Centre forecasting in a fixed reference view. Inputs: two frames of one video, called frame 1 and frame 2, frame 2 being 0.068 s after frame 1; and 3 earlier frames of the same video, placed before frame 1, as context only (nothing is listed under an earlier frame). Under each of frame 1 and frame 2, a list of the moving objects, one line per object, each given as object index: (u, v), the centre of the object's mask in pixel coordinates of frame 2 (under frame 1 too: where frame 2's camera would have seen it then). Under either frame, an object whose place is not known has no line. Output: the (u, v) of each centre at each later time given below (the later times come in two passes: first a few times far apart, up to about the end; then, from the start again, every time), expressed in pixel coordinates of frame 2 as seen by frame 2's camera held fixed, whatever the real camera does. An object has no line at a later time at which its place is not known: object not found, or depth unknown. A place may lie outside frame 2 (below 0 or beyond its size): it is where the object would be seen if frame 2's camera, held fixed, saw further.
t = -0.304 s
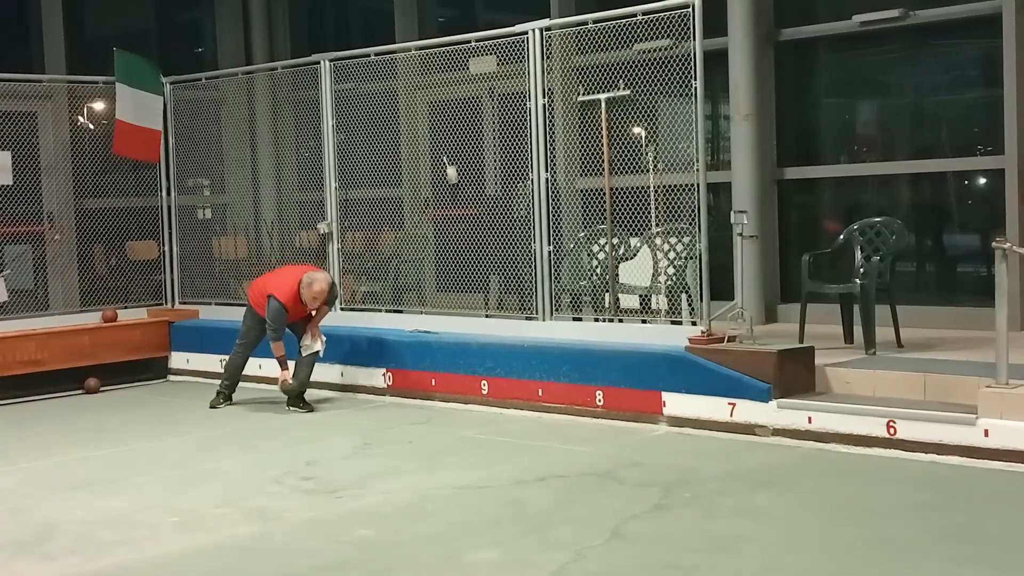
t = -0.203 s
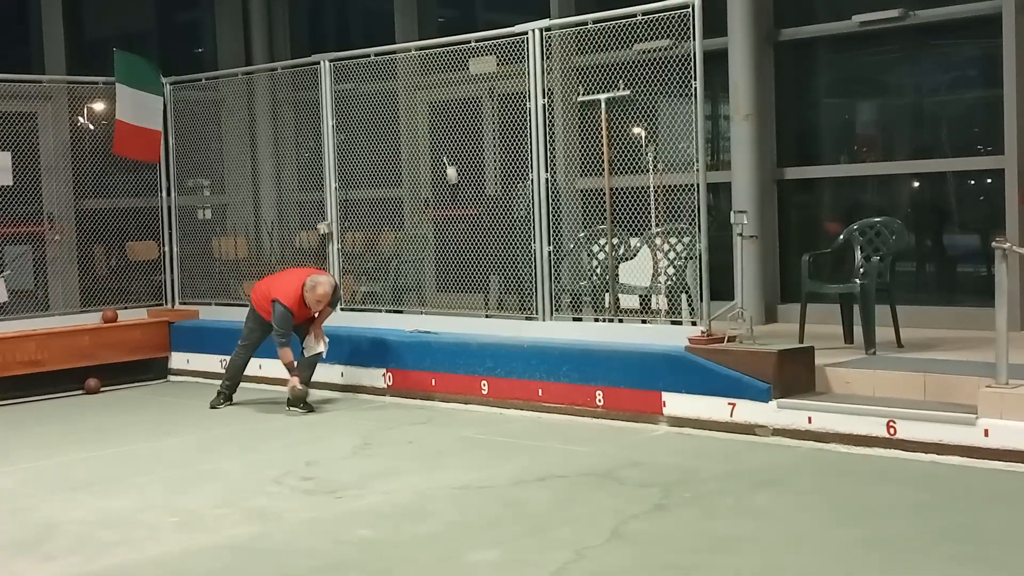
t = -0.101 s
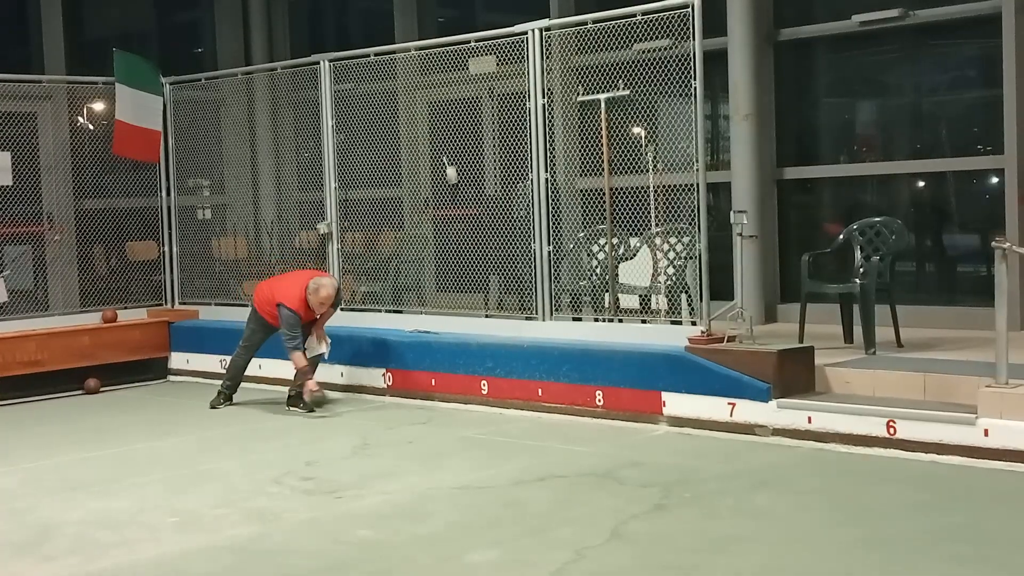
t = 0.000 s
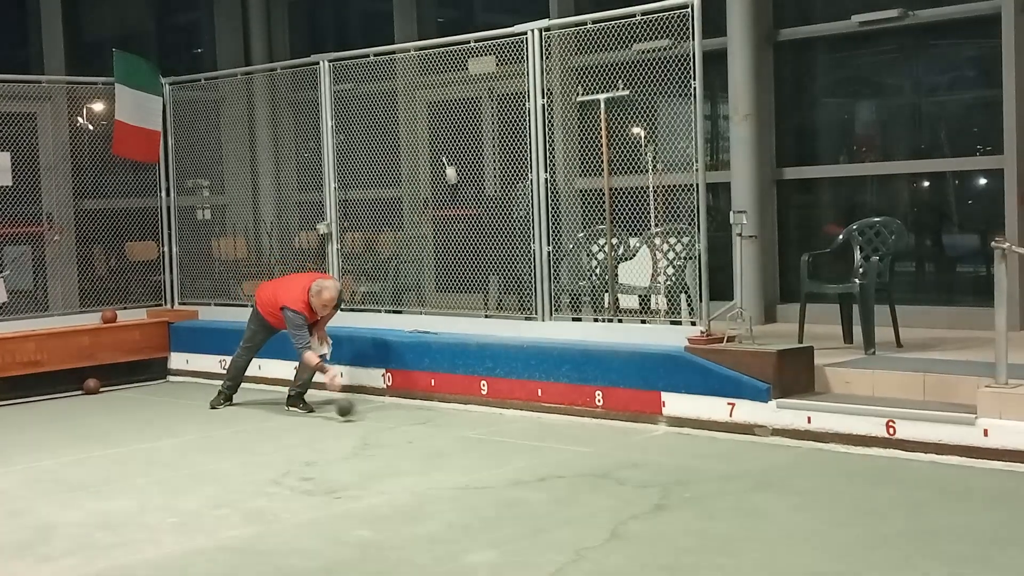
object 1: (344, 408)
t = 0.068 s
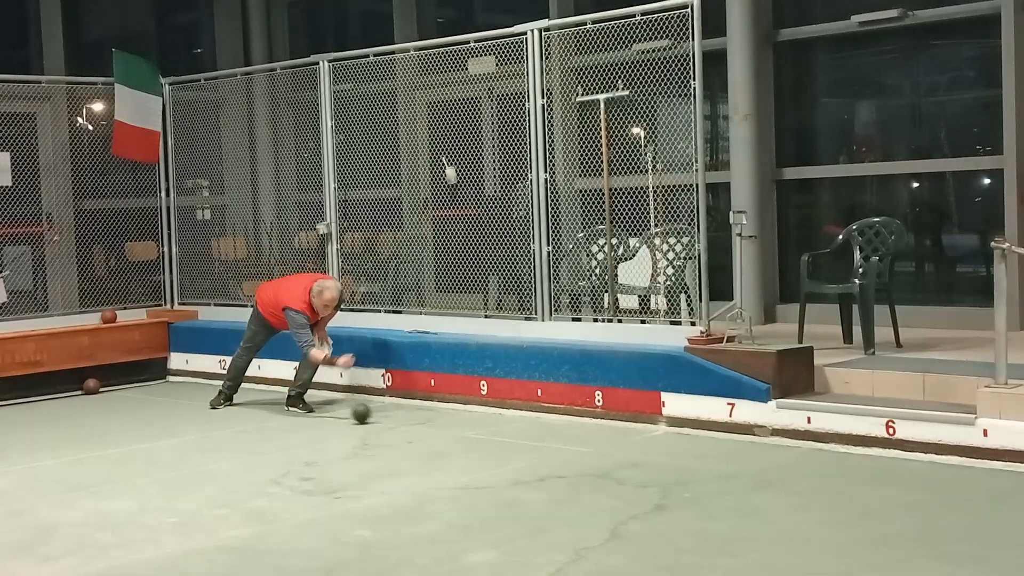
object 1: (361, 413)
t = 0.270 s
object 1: (408, 420)
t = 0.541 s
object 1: (475, 428)
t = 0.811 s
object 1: (549, 437)
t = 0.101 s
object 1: (368, 414)
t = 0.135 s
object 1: (376, 415)
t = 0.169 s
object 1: (384, 416)
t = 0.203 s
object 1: (392, 417)
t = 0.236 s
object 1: (400, 418)
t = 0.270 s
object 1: (408, 420)
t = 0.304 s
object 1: (416, 421)
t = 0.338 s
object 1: (424, 421)
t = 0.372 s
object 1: (433, 423)
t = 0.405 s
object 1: (441, 423)
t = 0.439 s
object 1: (449, 424)
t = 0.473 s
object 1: (458, 425)
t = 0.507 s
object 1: (466, 427)
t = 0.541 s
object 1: (475, 428)
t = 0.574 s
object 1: (484, 429)
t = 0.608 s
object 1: (493, 430)
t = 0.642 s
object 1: (502, 431)
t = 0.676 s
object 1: (511, 432)
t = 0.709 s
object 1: (520, 433)
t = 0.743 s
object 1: (530, 434)
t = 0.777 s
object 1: (539, 435)
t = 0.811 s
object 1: (549, 437)
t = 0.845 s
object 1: (558, 438)
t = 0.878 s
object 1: (568, 439)
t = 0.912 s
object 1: (578, 440)
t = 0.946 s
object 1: (588, 442)
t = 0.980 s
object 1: (598, 443)
